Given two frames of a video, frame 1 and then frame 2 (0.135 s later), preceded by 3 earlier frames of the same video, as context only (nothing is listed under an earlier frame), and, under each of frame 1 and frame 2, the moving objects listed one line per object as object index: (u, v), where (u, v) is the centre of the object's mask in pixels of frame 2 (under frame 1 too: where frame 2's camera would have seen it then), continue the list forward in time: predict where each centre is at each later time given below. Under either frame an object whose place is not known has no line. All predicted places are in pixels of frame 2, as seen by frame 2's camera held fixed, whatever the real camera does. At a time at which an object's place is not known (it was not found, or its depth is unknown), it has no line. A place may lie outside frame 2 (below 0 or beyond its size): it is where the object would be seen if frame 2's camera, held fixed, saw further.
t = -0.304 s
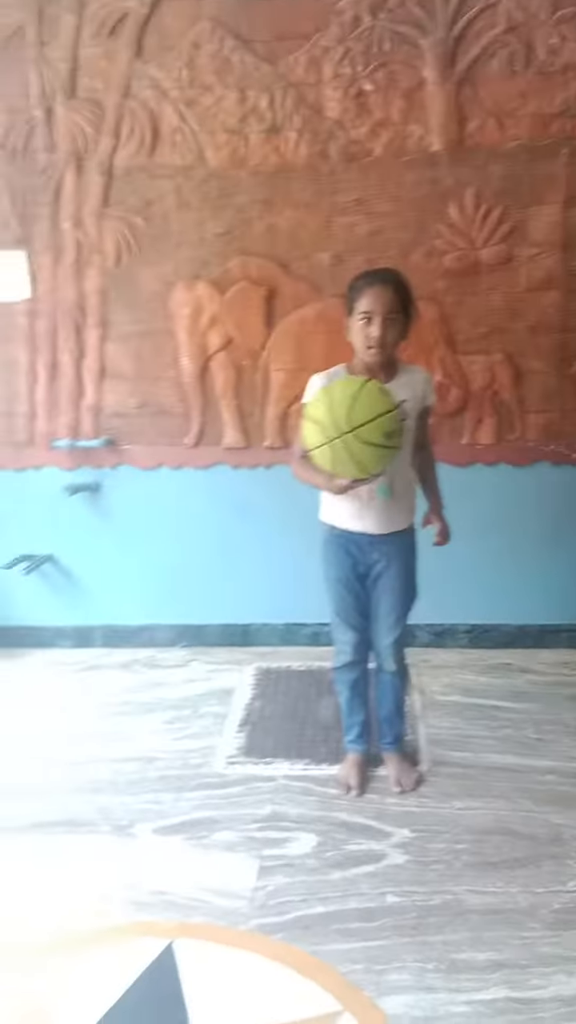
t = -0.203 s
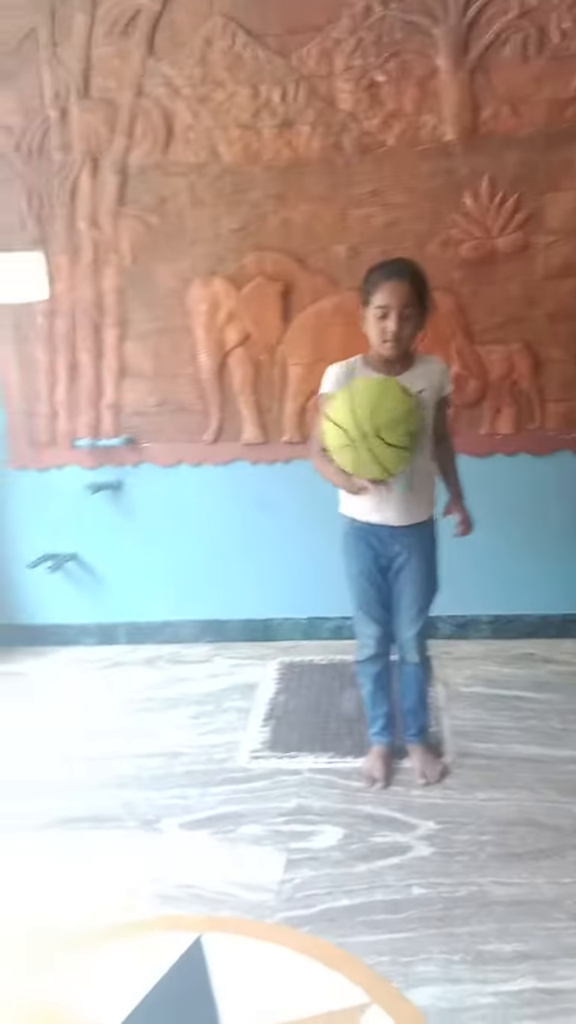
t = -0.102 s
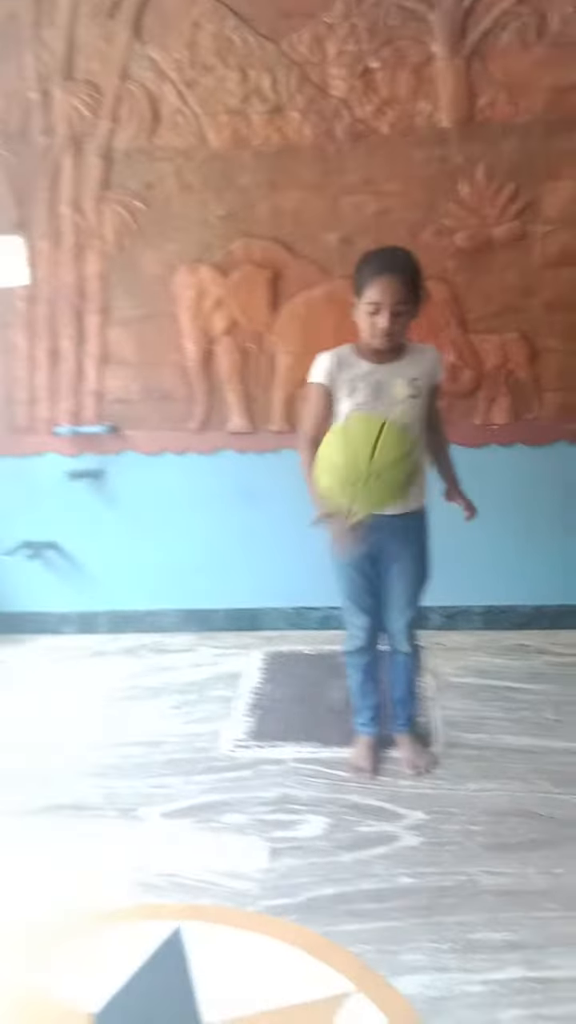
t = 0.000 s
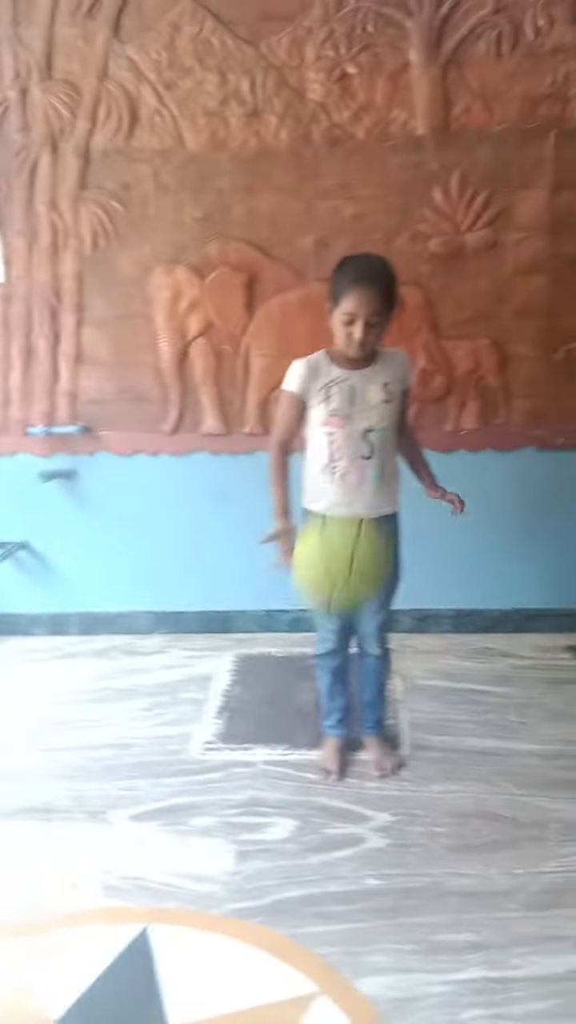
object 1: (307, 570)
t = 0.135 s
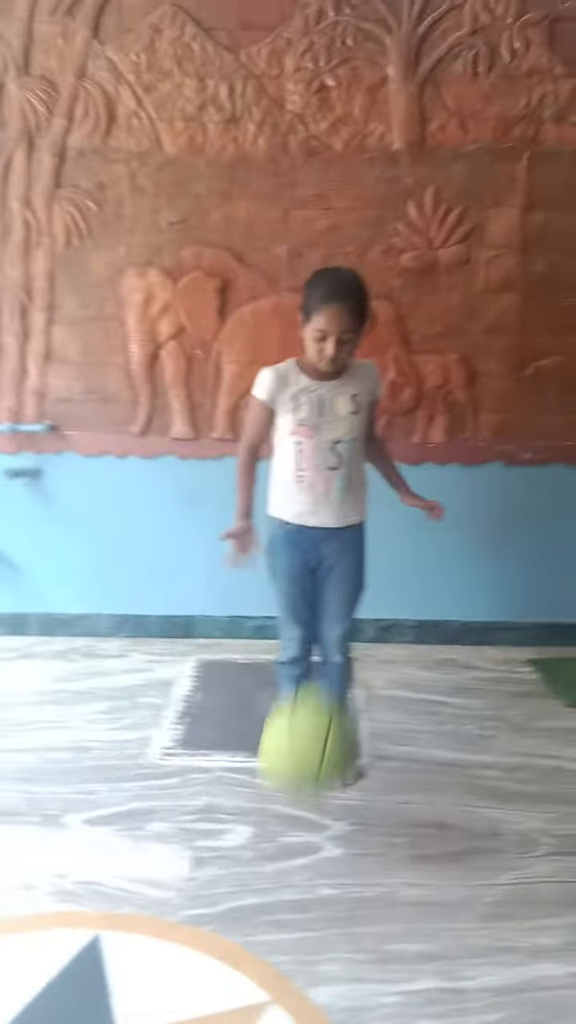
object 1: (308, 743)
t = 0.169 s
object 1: (307, 786)
